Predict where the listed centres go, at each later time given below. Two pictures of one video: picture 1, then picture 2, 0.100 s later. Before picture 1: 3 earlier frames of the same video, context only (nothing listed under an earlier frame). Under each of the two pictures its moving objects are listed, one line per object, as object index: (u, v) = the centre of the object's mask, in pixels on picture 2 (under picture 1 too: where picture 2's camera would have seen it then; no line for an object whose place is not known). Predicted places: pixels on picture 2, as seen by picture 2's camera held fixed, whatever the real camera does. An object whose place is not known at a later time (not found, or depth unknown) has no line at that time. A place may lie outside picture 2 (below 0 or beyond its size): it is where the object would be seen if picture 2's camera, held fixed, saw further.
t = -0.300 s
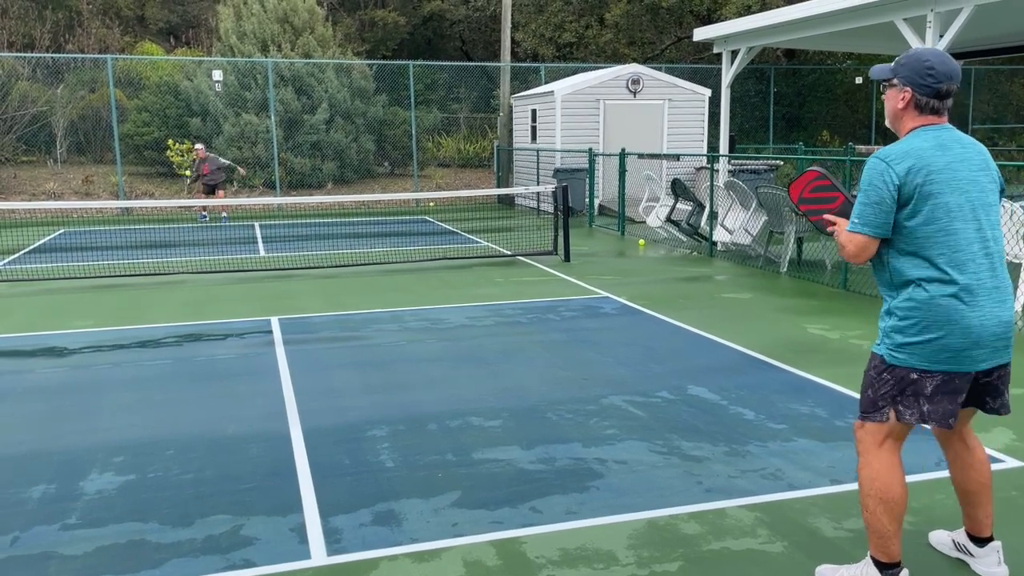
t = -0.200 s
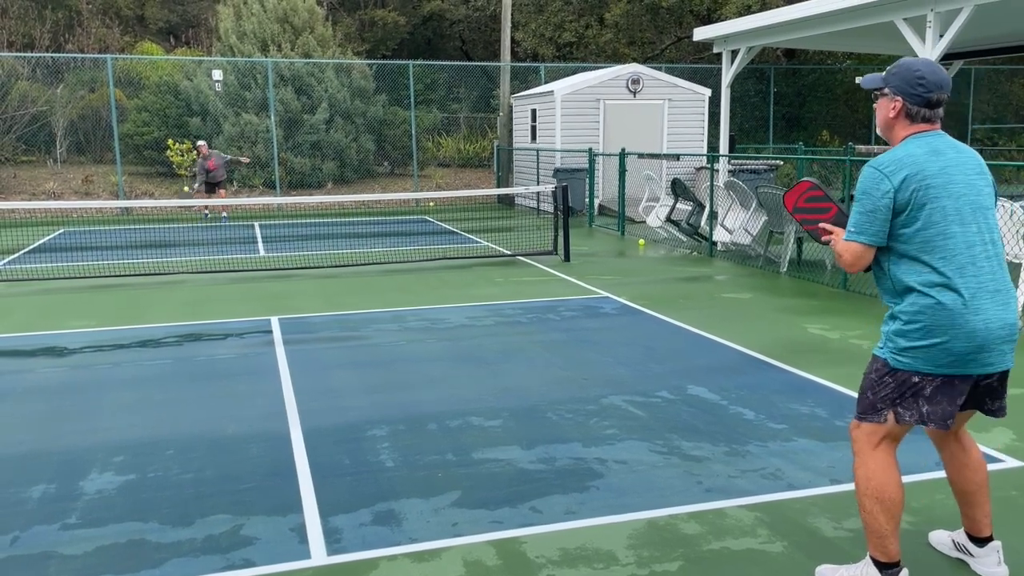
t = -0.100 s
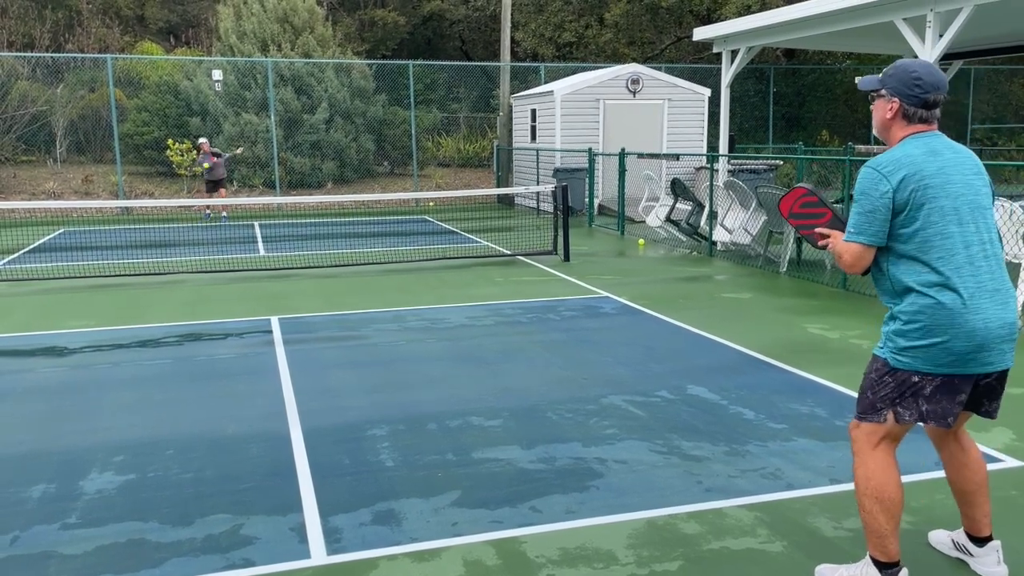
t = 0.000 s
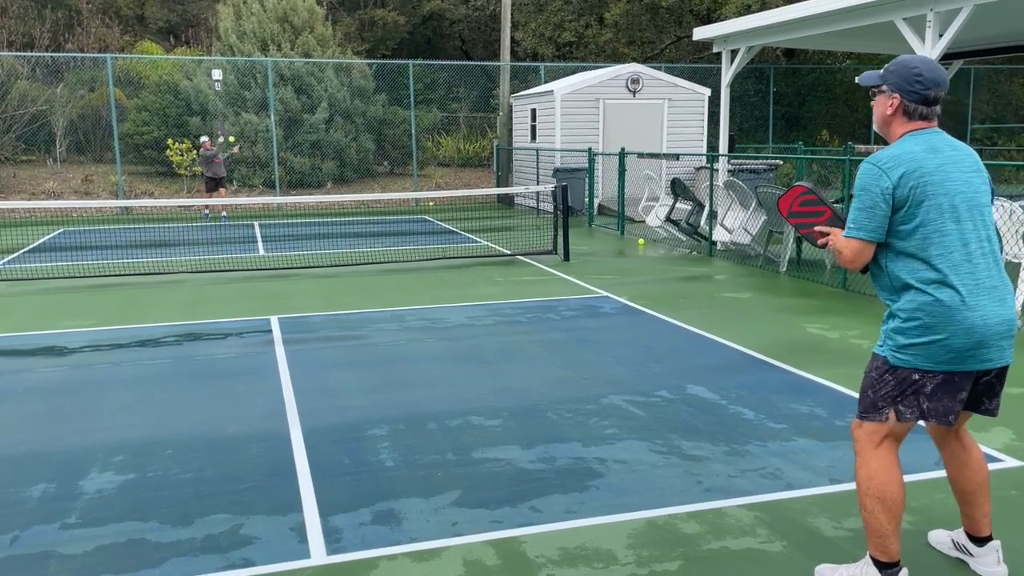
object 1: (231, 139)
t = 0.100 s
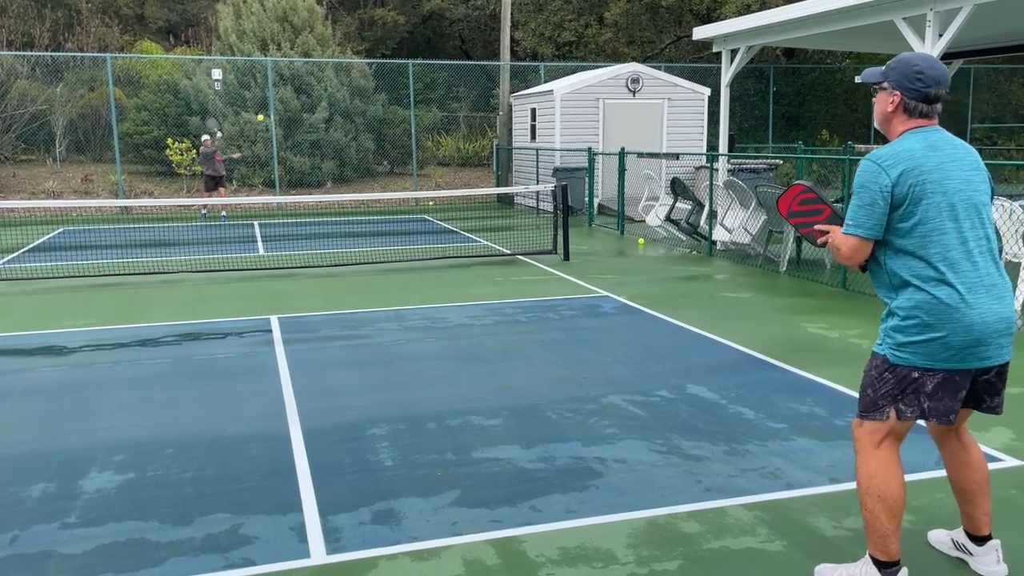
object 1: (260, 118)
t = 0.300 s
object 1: (331, 95)
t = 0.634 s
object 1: (504, 153)
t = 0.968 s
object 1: (776, 367)
